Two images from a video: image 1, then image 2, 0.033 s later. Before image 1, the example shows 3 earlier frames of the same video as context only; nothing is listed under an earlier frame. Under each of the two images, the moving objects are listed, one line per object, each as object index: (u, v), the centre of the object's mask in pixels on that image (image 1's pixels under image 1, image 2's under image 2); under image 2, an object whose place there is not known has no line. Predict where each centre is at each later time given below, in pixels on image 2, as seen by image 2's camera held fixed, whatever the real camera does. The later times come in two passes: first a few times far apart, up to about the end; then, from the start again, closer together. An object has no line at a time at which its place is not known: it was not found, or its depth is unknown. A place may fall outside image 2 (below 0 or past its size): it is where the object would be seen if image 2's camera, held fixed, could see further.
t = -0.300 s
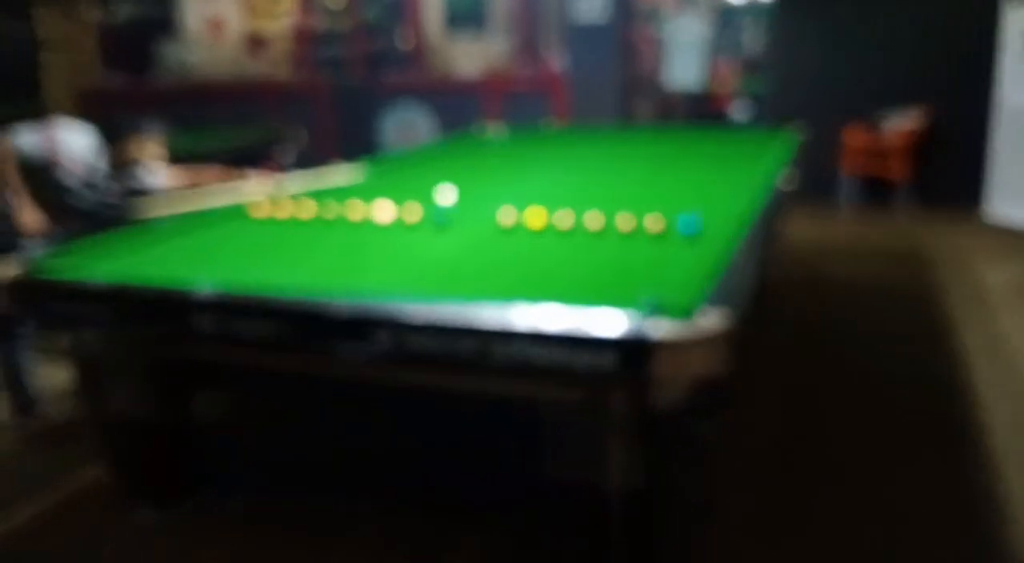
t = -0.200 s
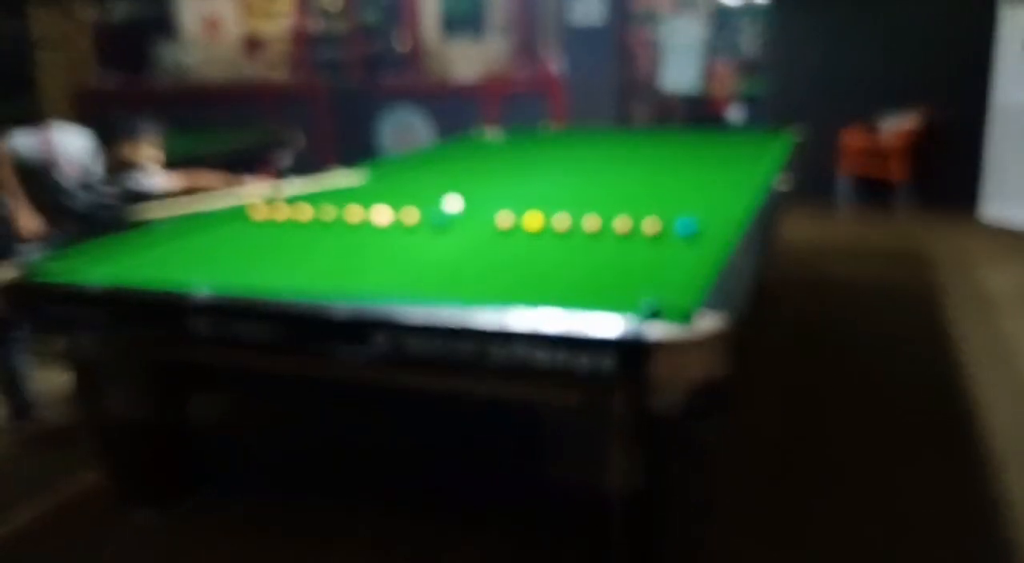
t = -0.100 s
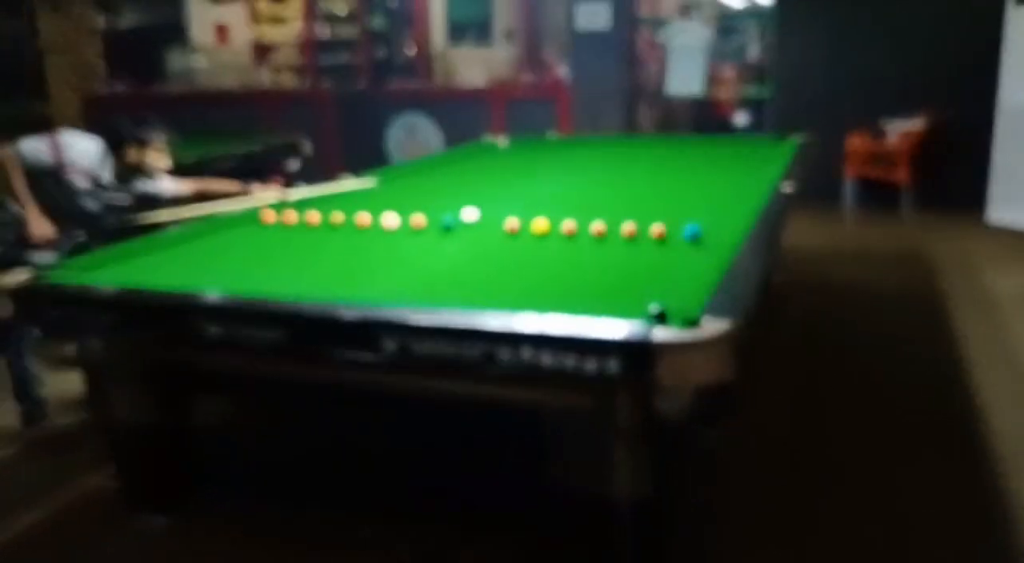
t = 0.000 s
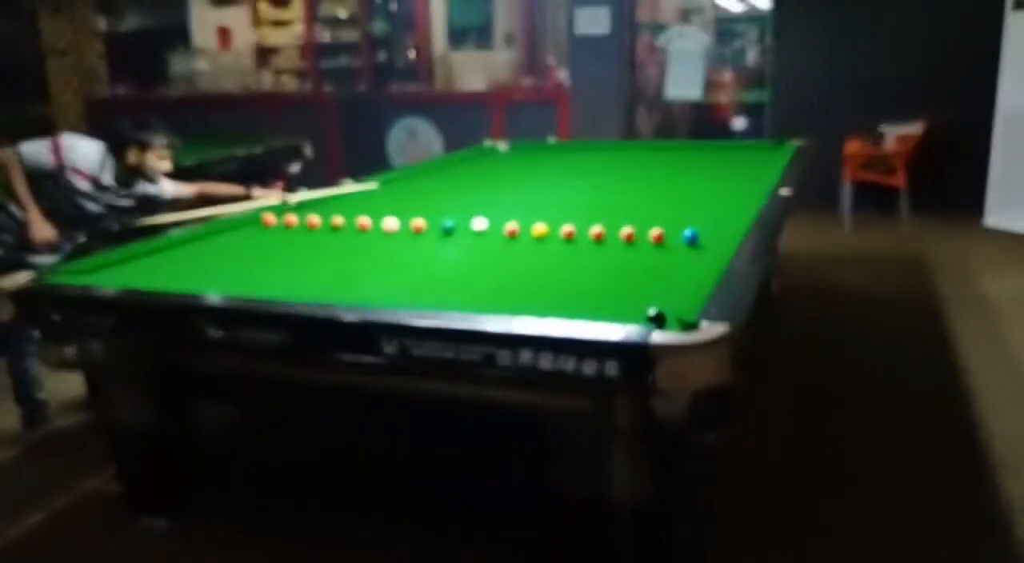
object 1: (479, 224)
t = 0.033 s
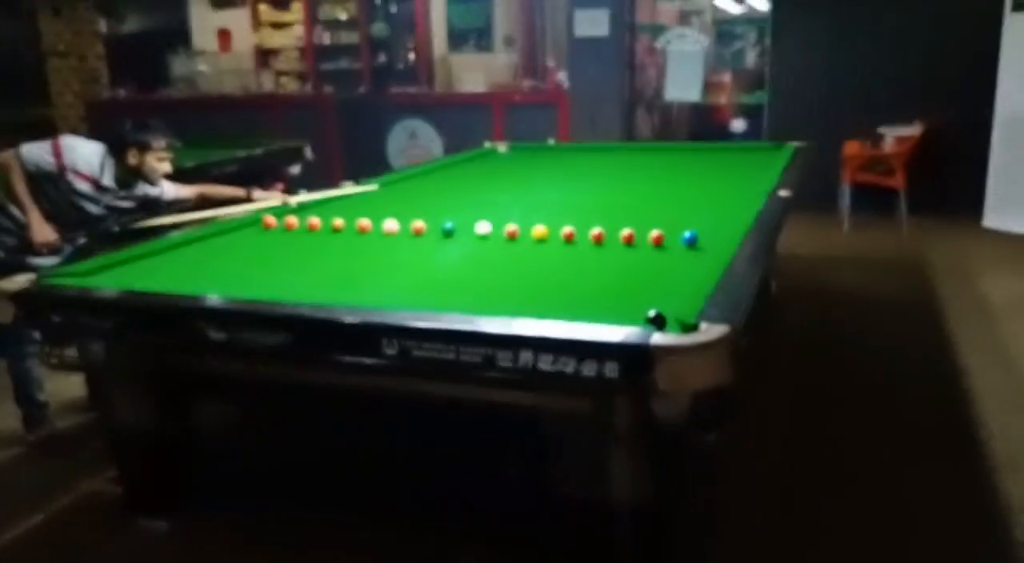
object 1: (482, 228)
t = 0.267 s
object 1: (510, 246)
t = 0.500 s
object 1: (543, 265)
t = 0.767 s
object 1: (589, 292)
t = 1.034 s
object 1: (631, 317)
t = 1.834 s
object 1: (632, 293)
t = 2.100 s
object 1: (625, 286)
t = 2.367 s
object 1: (619, 283)
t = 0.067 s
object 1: (486, 231)
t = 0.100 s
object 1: (490, 234)
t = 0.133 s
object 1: (493, 236)
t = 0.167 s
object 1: (497, 239)
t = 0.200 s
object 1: (502, 241)
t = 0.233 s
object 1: (505, 243)
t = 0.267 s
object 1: (510, 246)
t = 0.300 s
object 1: (515, 248)
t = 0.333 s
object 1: (519, 250)
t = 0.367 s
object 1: (523, 253)
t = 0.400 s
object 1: (528, 257)
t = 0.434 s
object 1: (533, 260)
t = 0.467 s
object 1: (538, 263)
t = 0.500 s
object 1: (543, 265)
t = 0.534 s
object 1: (549, 269)
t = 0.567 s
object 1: (554, 272)
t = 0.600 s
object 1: (560, 276)
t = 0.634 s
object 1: (565, 278)
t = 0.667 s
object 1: (571, 282)
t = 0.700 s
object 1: (576, 285)
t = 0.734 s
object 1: (583, 289)
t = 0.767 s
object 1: (589, 292)
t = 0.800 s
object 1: (596, 296)
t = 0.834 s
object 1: (603, 301)
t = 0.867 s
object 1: (610, 304)
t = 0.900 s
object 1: (618, 307)
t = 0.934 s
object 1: (624, 311)
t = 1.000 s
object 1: (633, 316)
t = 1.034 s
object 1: (631, 317)
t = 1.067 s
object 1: (635, 316)
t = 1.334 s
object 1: (656, 311)
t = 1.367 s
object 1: (655, 309)
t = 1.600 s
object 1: (643, 301)
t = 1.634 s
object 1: (642, 300)
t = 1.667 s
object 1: (640, 299)
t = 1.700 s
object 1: (638, 298)
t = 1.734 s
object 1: (637, 297)
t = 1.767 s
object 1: (635, 295)
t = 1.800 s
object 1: (634, 294)
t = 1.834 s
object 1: (632, 293)
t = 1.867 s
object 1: (631, 292)
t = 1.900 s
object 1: (630, 291)
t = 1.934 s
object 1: (629, 290)
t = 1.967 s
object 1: (628, 289)
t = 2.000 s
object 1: (627, 288)
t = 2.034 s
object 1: (626, 288)
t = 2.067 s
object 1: (626, 287)
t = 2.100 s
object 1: (625, 286)
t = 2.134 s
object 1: (624, 286)
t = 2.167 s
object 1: (623, 286)
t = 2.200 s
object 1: (623, 285)
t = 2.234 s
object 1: (622, 285)
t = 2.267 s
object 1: (621, 284)
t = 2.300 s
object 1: (620, 284)
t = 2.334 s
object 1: (620, 283)
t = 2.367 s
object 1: (619, 283)
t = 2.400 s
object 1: (618, 282)
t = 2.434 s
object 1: (617, 282)
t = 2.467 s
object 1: (617, 281)
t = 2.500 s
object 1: (616, 281)
